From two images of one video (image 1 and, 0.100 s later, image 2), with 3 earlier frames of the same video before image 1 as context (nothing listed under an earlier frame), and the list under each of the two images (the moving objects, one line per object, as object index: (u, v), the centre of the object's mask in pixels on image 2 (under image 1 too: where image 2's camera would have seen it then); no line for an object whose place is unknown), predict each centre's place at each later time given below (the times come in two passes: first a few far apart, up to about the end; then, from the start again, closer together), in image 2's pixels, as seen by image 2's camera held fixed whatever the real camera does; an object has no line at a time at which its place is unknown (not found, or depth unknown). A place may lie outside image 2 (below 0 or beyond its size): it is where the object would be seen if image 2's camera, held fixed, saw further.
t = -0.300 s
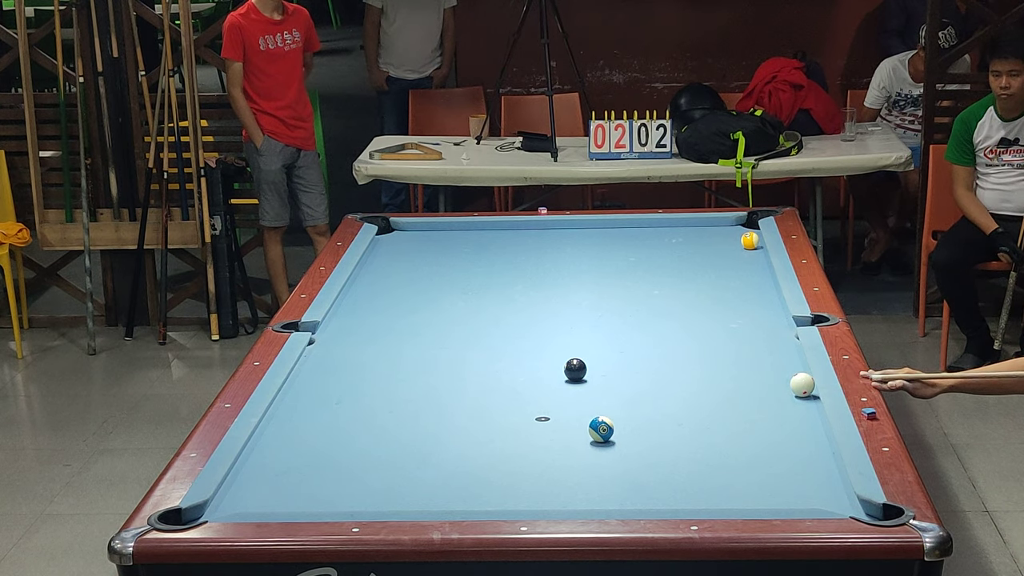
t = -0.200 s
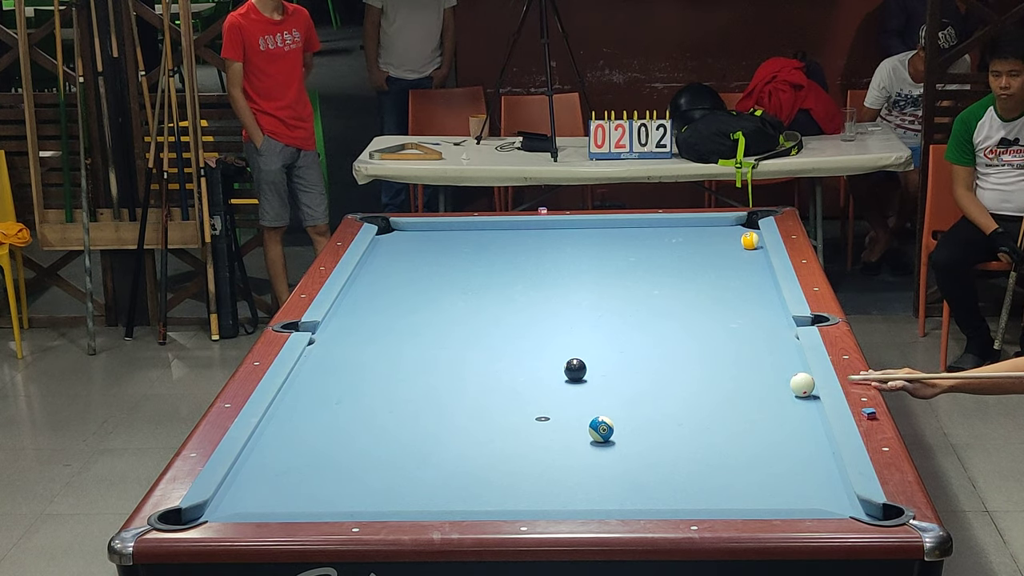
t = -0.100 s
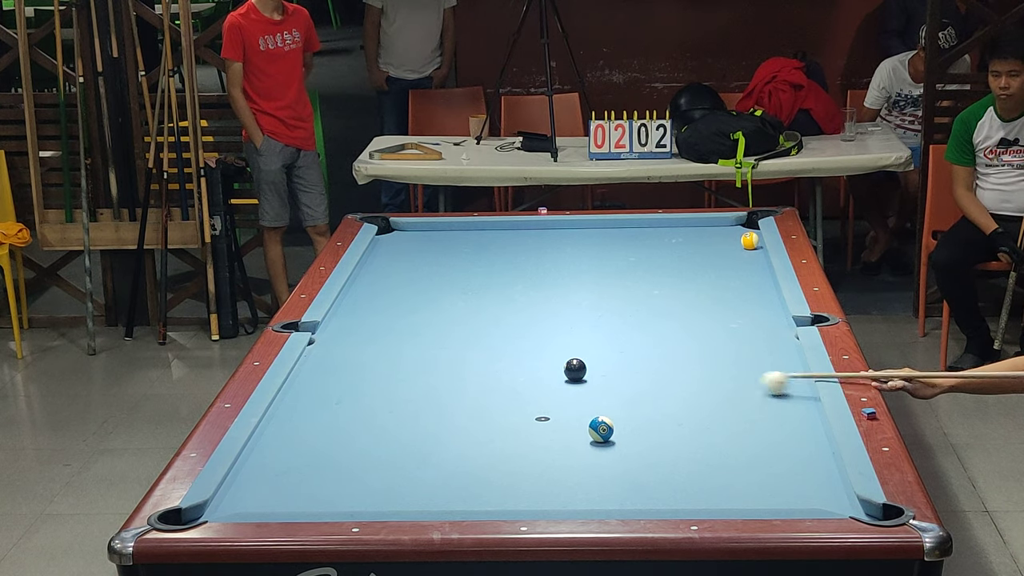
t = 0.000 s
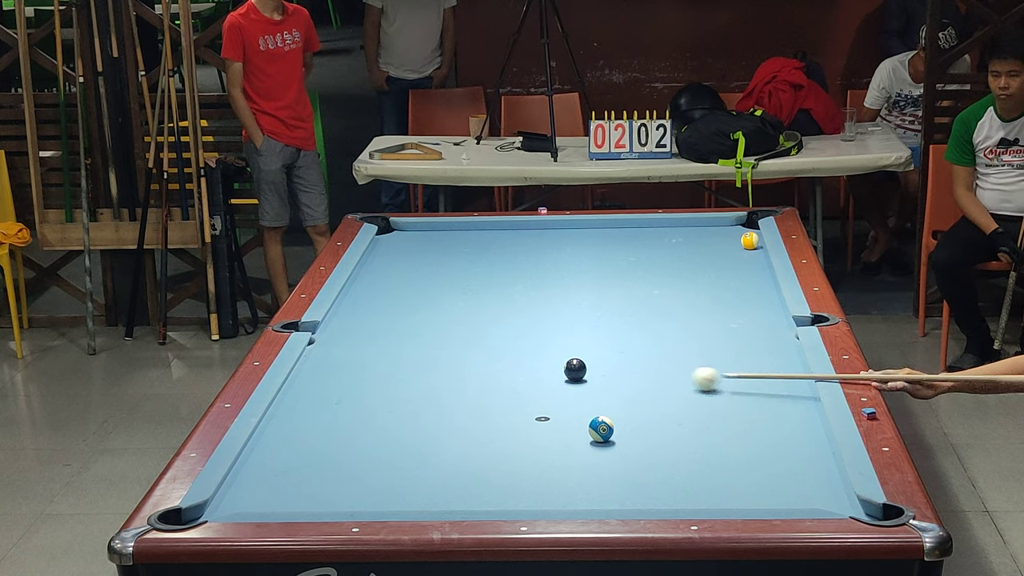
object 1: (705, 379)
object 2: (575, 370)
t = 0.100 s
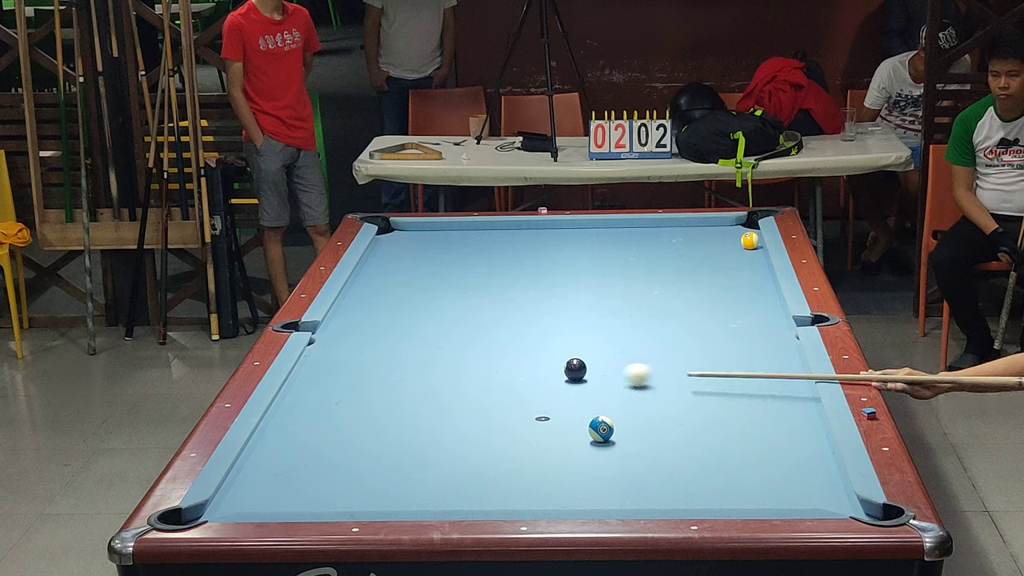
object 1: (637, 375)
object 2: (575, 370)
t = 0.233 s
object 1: (587, 375)
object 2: (541, 364)
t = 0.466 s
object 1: (536, 381)
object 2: (458, 352)
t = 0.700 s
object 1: (485, 387)
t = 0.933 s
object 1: (434, 393)
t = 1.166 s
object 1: (386, 398)
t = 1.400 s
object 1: (339, 403)
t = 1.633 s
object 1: (295, 409)
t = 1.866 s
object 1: (291, 411)
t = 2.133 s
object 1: (314, 414)
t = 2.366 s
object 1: (332, 416)
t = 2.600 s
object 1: (348, 417)
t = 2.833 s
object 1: (361, 418)
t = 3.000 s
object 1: (369, 419)
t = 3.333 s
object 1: (388, 421)
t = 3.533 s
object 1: (388, 422)
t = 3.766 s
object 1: (393, 423)
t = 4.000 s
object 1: (396, 423)
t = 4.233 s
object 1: (398, 423)
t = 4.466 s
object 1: (398, 423)
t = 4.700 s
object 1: (398, 423)
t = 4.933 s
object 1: (398, 423)
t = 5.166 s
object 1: (398, 423)
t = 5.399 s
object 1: (398, 423)
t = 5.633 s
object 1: (398, 423)
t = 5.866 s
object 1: (398, 423)
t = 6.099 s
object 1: (398, 423)
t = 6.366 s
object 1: (398, 423)
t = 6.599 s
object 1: (398, 423)
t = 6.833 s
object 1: (398, 423)
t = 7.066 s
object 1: (398, 423)
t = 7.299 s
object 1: (398, 423)
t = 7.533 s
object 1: (398, 423)
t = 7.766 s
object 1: (398, 423)
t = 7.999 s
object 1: (398, 423)
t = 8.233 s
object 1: (398, 423)
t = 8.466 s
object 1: (398, 423)
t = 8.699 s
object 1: (398, 423)
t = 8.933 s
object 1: (398, 423)
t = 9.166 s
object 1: (398, 423)
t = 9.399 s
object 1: (398, 423)
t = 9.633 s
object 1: (398, 423)
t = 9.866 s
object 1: (398, 423)
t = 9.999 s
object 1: (398, 423)
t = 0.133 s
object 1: (615, 373)
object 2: (575, 370)
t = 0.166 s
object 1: (596, 372)
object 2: (573, 369)
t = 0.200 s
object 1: (592, 374)
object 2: (557, 366)
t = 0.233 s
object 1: (587, 375)
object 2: (541, 364)
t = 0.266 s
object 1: (581, 376)
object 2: (528, 362)
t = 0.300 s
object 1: (574, 377)
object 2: (515, 361)
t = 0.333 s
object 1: (566, 378)
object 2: (503, 359)
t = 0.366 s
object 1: (559, 379)
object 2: (492, 357)
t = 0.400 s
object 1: (551, 380)
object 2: (480, 355)
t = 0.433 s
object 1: (544, 381)
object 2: (469, 354)
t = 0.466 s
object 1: (536, 381)
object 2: (458, 352)
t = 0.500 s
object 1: (529, 383)
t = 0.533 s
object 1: (522, 383)
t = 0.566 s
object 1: (513, 384)
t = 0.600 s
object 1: (506, 385)
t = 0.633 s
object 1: (499, 385)
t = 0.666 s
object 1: (492, 386)
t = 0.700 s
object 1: (485, 387)
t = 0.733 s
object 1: (478, 388)
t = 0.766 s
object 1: (471, 389)
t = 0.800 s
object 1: (463, 389)
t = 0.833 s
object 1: (456, 391)
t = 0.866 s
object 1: (449, 392)
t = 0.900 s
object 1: (441, 392)
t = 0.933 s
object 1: (434, 393)
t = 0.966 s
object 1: (428, 393)
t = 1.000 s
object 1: (421, 394)
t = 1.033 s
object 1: (414, 395)
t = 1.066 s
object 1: (407, 395)
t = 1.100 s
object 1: (400, 396)
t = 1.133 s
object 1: (393, 398)
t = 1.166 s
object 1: (386, 398)
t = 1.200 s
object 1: (379, 399)
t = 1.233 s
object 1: (373, 400)
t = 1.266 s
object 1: (366, 400)
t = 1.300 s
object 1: (359, 401)
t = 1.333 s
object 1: (353, 402)
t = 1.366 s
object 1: (346, 402)
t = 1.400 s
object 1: (339, 403)
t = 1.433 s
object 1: (333, 404)
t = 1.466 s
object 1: (326, 405)
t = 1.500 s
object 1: (320, 405)
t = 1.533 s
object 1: (314, 406)
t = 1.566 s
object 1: (307, 407)
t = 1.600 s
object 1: (301, 407)
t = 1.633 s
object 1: (295, 409)
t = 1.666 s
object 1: (288, 409)
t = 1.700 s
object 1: (281, 410)
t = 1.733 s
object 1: (278, 410)
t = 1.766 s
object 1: (282, 410)
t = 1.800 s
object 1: (285, 411)
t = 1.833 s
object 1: (288, 411)
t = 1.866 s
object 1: (291, 411)
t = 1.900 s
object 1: (294, 412)
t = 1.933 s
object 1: (297, 412)
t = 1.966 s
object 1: (300, 412)
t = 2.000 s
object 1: (303, 413)
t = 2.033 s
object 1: (306, 413)
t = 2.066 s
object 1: (309, 413)
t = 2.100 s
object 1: (311, 413)
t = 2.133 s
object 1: (314, 414)
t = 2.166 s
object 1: (317, 414)
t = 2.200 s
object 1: (319, 414)
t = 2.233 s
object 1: (322, 415)
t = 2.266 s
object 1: (325, 415)
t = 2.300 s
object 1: (327, 415)
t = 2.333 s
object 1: (329, 415)
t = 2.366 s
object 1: (332, 416)
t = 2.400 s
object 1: (334, 416)
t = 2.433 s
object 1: (337, 416)
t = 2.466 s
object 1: (339, 416)
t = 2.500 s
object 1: (341, 416)
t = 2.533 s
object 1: (343, 417)
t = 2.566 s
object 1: (345, 417)
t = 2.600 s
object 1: (348, 417)
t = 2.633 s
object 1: (350, 417)
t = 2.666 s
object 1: (352, 417)
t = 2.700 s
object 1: (354, 418)
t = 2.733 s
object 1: (356, 418)
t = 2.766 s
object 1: (358, 418)
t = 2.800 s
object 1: (359, 418)
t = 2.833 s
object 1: (361, 418)
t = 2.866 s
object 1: (363, 418)
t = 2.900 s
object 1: (365, 419)
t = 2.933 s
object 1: (366, 419)
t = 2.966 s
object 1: (368, 419)
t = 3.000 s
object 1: (369, 419)
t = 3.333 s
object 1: (388, 421)
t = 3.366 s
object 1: (384, 422)
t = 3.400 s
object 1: (385, 422)
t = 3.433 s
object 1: (385, 422)
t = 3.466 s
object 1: (387, 422)
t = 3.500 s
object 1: (388, 422)
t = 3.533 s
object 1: (388, 422)
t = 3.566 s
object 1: (389, 423)
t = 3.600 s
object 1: (390, 423)
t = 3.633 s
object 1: (391, 423)
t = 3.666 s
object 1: (391, 423)
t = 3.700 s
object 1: (392, 423)
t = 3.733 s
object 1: (393, 423)
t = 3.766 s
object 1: (393, 423)
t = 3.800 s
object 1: (394, 423)
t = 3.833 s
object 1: (394, 423)
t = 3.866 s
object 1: (395, 423)
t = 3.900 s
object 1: (395, 423)
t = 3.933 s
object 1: (396, 423)
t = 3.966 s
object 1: (396, 423)
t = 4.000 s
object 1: (396, 423)
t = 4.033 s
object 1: (396, 423)
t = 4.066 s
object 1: (397, 423)
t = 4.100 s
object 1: (397, 423)
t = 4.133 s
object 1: (397, 423)
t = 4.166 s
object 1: (397, 423)
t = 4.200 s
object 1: (398, 423)
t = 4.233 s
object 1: (398, 423)
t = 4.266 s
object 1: (398, 423)
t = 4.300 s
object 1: (398, 423)
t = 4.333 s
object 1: (398, 423)
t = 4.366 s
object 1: (398, 423)
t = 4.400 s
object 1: (398, 423)
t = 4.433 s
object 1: (398, 423)
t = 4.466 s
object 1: (398, 423)
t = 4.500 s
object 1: (398, 423)
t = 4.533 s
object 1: (398, 423)
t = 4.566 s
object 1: (398, 423)
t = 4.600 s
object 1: (398, 423)
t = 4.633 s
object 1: (398, 423)
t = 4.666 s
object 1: (398, 423)
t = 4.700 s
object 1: (398, 423)
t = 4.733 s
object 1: (398, 423)
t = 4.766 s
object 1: (398, 423)
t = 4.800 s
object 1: (398, 423)
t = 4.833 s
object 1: (398, 423)
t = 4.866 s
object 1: (398, 423)
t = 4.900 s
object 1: (398, 423)
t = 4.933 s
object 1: (398, 423)
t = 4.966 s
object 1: (398, 423)
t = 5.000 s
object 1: (398, 423)
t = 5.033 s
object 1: (398, 423)
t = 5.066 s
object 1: (398, 423)
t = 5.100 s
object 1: (398, 423)
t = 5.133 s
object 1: (398, 423)
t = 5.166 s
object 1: (398, 423)
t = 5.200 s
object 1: (398, 423)
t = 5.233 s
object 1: (398, 423)
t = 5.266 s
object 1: (398, 423)
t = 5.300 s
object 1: (398, 423)
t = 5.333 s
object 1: (398, 423)
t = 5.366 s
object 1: (398, 423)
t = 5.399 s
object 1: (398, 423)
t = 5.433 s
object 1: (398, 423)
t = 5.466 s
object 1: (398, 423)
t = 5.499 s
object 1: (398, 423)
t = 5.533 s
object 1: (398, 423)
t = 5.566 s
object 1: (398, 423)
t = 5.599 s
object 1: (398, 423)
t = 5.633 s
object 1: (398, 423)
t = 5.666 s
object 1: (398, 423)
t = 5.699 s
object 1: (398, 423)
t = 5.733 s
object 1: (398, 423)
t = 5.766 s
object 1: (398, 423)
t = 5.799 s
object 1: (398, 423)
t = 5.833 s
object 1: (398, 423)
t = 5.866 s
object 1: (398, 423)
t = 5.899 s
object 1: (398, 423)
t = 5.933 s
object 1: (398, 423)
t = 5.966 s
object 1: (398, 423)
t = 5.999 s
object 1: (398, 423)
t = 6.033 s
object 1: (398, 423)
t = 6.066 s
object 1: (398, 423)
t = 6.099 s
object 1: (398, 423)
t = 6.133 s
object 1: (398, 423)
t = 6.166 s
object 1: (398, 423)
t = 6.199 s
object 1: (398, 423)
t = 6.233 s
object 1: (398, 423)
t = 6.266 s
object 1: (398, 423)
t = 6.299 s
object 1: (398, 423)
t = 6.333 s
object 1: (398, 423)
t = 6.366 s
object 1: (398, 423)
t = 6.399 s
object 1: (398, 423)
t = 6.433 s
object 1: (398, 423)
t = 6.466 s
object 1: (398, 423)
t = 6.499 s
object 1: (398, 423)
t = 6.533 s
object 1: (398, 423)
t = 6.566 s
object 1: (398, 423)
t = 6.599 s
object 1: (398, 423)
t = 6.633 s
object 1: (398, 423)
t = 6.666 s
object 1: (398, 423)
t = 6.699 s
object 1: (398, 423)
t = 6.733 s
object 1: (398, 423)
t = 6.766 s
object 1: (398, 423)
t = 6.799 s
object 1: (398, 423)
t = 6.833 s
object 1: (398, 423)
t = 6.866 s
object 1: (398, 423)
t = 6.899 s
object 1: (398, 423)
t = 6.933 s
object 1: (398, 423)
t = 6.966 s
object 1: (398, 423)
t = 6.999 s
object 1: (398, 423)
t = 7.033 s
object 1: (398, 423)
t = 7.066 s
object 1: (398, 423)
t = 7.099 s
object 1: (398, 423)
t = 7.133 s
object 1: (398, 423)
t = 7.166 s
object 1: (398, 423)
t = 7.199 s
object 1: (398, 423)
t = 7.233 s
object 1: (398, 423)
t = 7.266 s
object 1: (398, 423)
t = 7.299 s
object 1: (398, 423)
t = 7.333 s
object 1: (398, 423)
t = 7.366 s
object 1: (398, 423)
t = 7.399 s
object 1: (398, 423)
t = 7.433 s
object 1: (398, 423)
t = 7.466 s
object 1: (398, 423)
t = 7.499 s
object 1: (398, 423)
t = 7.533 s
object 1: (398, 423)
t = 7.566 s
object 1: (398, 423)
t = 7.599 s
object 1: (398, 423)
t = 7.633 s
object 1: (398, 423)
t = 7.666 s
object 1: (398, 423)
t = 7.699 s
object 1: (398, 423)
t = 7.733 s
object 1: (398, 423)
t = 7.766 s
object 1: (398, 423)
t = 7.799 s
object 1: (398, 423)
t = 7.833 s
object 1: (398, 423)
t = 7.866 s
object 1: (398, 423)
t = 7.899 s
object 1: (398, 423)
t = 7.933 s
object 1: (398, 423)
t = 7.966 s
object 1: (398, 423)
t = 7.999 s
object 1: (398, 423)
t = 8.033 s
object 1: (398, 423)
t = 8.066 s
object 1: (398, 423)
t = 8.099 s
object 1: (398, 423)
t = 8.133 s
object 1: (398, 423)
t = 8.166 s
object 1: (398, 423)
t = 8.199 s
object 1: (398, 423)
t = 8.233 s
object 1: (398, 423)
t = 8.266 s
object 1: (398, 423)
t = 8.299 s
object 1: (398, 423)
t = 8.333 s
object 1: (398, 423)
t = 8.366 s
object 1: (398, 423)
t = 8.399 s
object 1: (398, 423)
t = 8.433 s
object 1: (398, 423)
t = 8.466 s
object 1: (398, 423)
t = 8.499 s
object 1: (398, 423)
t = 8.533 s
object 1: (398, 423)
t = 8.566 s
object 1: (398, 423)
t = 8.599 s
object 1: (398, 423)
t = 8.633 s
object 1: (398, 423)
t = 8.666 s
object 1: (398, 423)
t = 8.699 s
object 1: (398, 423)
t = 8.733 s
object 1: (398, 423)
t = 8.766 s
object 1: (398, 423)
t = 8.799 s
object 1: (398, 423)
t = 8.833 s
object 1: (398, 423)
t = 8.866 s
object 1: (398, 423)
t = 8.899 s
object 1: (398, 423)
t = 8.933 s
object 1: (398, 423)
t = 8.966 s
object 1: (398, 423)
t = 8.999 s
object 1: (398, 423)
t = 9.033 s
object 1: (398, 423)
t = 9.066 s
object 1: (398, 423)
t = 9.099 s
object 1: (398, 423)
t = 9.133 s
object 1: (398, 423)
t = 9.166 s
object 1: (398, 423)
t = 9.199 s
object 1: (398, 423)
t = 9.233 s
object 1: (398, 423)
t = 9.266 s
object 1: (398, 423)
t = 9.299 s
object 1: (398, 423)
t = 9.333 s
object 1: (398, 423)
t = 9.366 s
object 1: (398, 423)
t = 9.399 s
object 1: (398, 423)
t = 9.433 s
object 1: (398, 423)
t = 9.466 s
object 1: (398, 423)
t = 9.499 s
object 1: (398, 423)
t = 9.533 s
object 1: (398, 423)
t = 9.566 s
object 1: (398, 423)
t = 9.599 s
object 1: (398, 423)
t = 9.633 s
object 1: (398, 423)
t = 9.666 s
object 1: (398, 423)
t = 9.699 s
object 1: (398, 423)
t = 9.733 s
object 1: (398, 423)
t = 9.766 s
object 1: (398, 423)
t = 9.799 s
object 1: (398, 423)
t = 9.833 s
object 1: (398, 423)
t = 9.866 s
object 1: (398, 423)
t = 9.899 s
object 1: (398, 423)
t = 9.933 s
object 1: (398, 423)
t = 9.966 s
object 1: (398, 423)
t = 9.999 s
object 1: (398, 423)
